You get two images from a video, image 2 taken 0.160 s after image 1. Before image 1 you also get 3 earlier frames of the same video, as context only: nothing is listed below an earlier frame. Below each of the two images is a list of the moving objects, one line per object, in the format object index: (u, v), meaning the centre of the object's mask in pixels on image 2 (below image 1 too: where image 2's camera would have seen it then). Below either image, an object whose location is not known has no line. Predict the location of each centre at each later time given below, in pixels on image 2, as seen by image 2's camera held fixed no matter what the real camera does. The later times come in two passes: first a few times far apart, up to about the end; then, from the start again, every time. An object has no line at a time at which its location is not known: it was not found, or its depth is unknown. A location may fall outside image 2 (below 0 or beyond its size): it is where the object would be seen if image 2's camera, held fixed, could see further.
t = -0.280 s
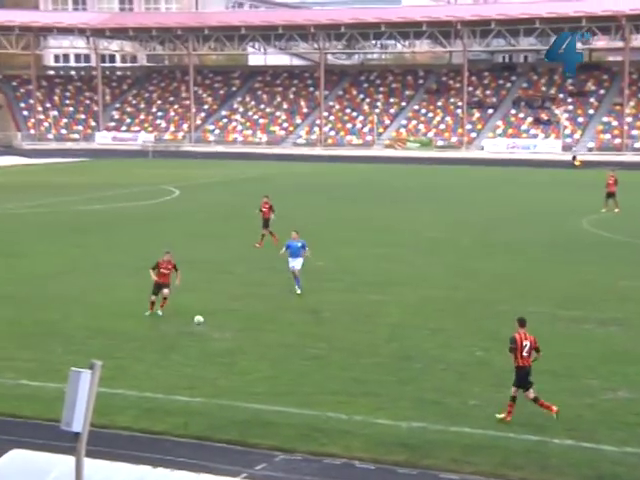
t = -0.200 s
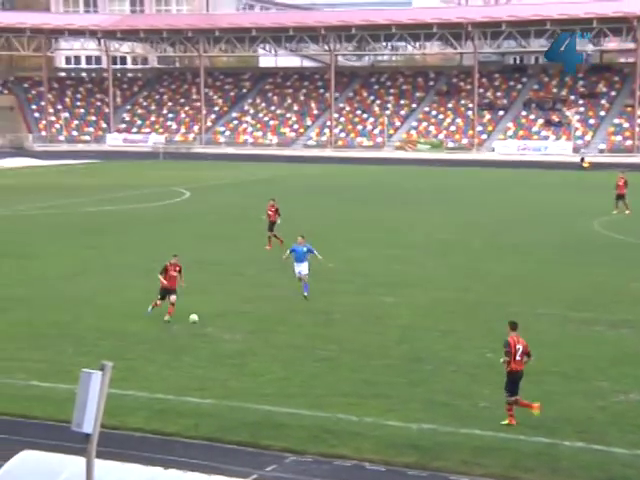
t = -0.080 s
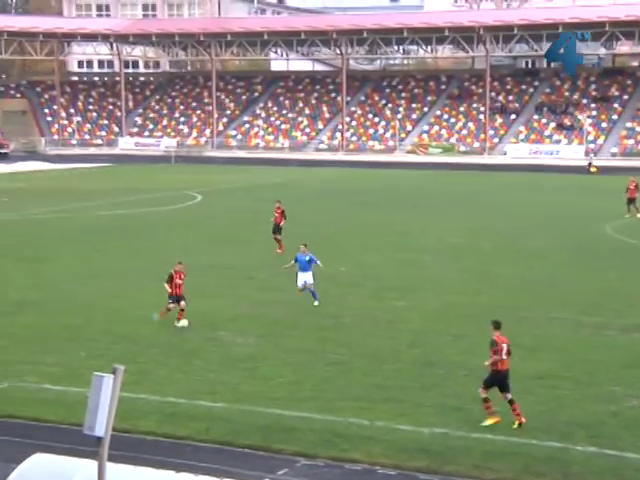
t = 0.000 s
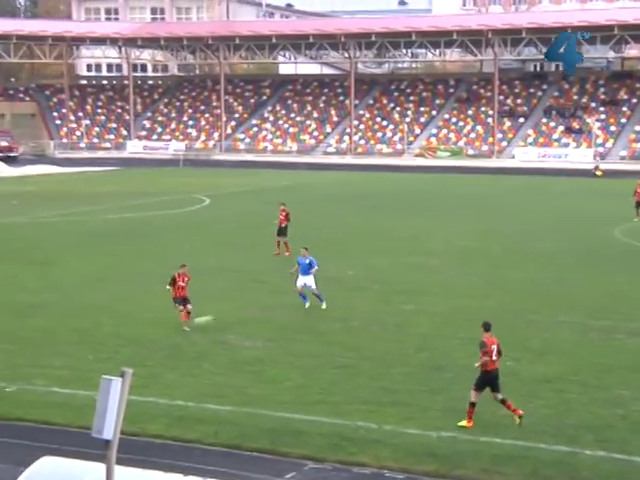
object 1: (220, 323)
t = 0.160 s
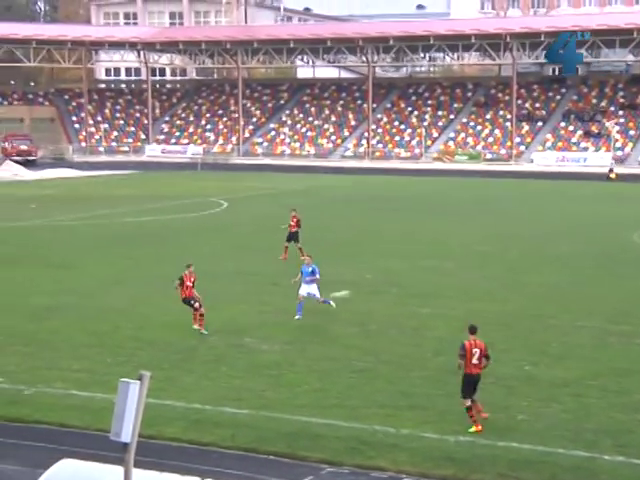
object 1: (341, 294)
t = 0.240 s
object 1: (402, 283)
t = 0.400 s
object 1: (527, 267)
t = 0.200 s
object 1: (371, 289)
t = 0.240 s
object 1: (402, 283)
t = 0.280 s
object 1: (433, 279)
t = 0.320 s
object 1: (464, 274)
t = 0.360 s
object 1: (495, 271)
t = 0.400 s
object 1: (527, 267)
